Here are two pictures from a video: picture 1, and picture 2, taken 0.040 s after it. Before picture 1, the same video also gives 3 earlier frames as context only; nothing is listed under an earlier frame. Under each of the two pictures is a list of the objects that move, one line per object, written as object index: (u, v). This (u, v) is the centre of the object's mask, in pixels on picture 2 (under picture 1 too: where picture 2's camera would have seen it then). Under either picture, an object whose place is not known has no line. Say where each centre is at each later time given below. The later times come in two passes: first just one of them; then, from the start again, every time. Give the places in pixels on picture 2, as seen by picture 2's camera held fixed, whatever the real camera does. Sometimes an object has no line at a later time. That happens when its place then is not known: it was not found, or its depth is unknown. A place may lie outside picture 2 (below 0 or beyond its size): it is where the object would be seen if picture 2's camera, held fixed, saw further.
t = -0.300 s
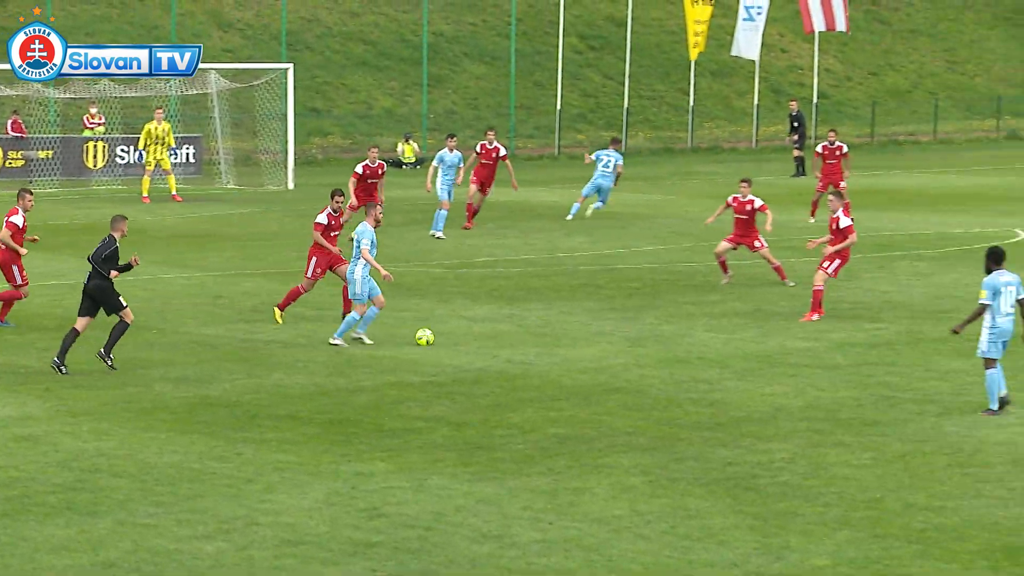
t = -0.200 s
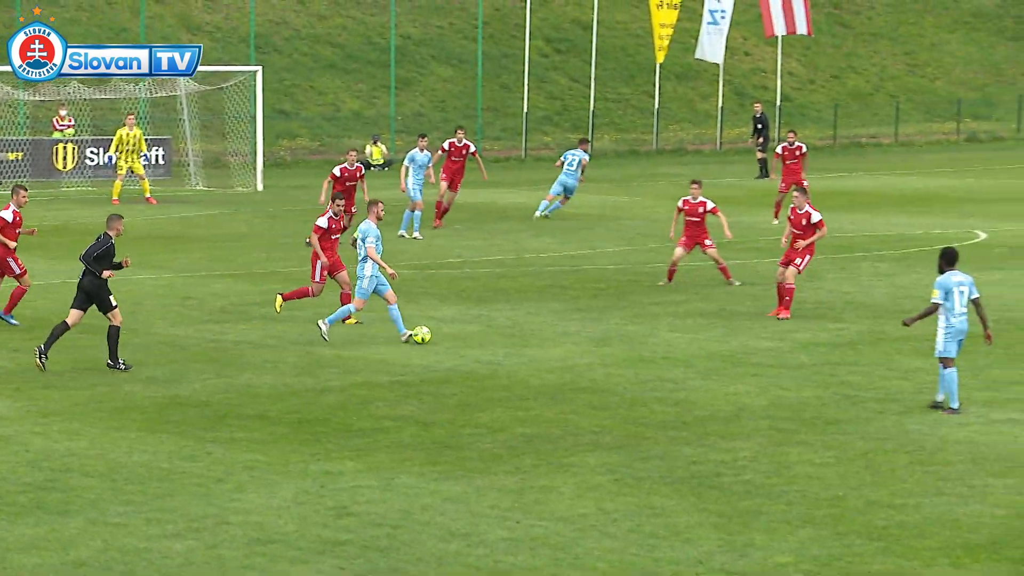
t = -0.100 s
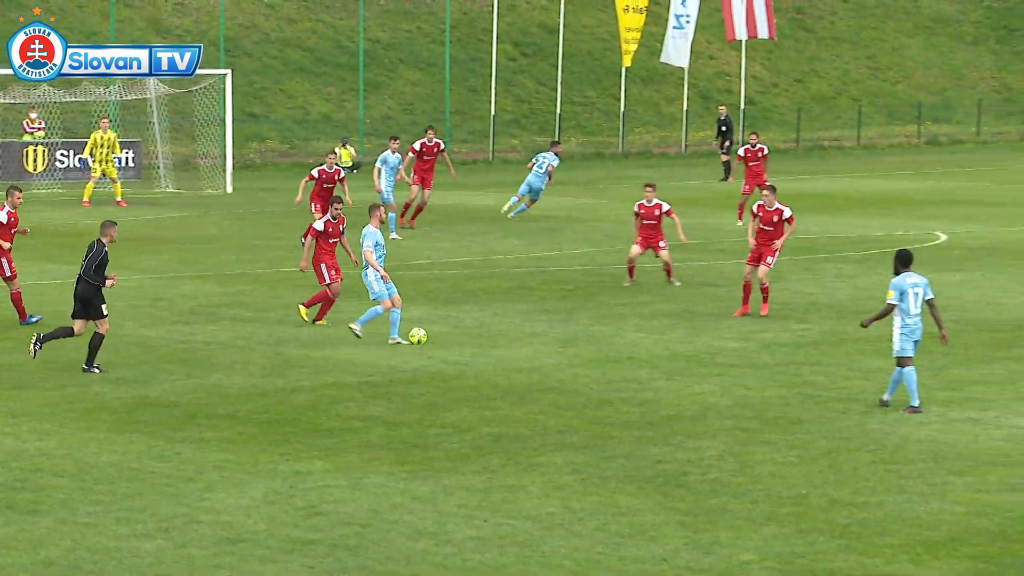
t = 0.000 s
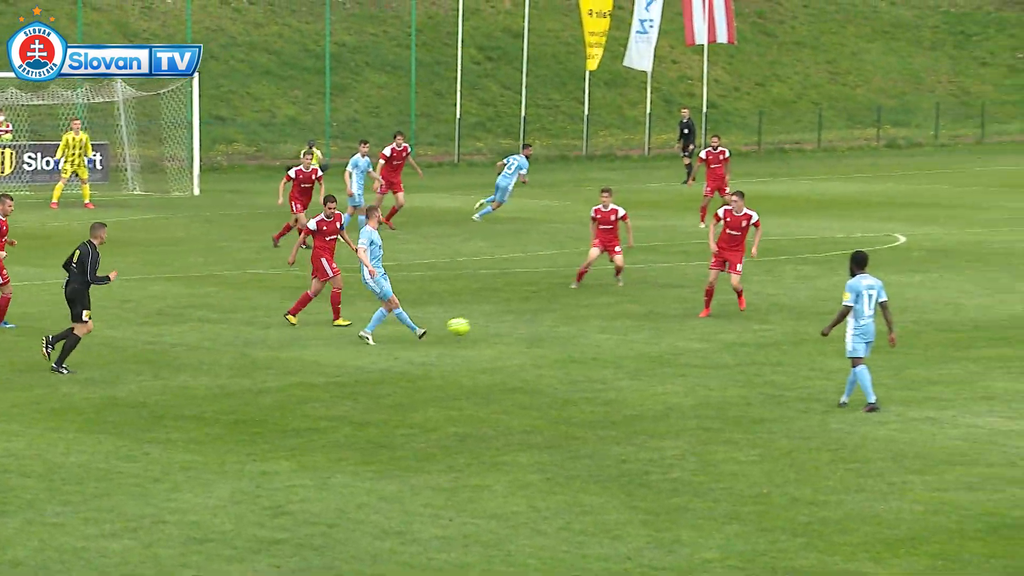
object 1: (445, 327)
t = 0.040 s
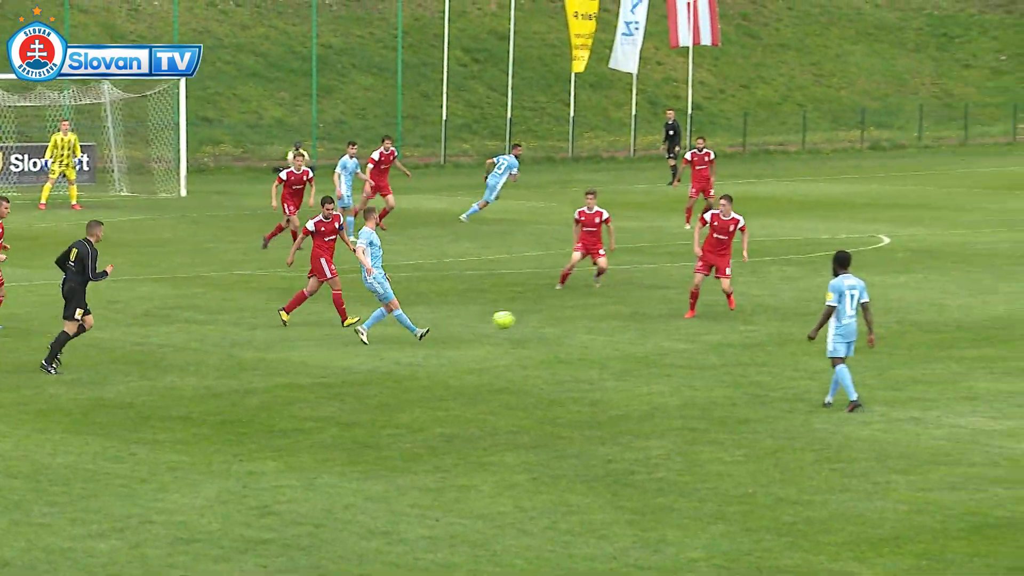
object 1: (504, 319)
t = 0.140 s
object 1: (645, 305)
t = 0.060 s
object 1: (532, 316)
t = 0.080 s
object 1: (560, 313)
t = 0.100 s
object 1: (589, 310)
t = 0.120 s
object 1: (617, 308)
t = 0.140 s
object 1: (645, 305)
